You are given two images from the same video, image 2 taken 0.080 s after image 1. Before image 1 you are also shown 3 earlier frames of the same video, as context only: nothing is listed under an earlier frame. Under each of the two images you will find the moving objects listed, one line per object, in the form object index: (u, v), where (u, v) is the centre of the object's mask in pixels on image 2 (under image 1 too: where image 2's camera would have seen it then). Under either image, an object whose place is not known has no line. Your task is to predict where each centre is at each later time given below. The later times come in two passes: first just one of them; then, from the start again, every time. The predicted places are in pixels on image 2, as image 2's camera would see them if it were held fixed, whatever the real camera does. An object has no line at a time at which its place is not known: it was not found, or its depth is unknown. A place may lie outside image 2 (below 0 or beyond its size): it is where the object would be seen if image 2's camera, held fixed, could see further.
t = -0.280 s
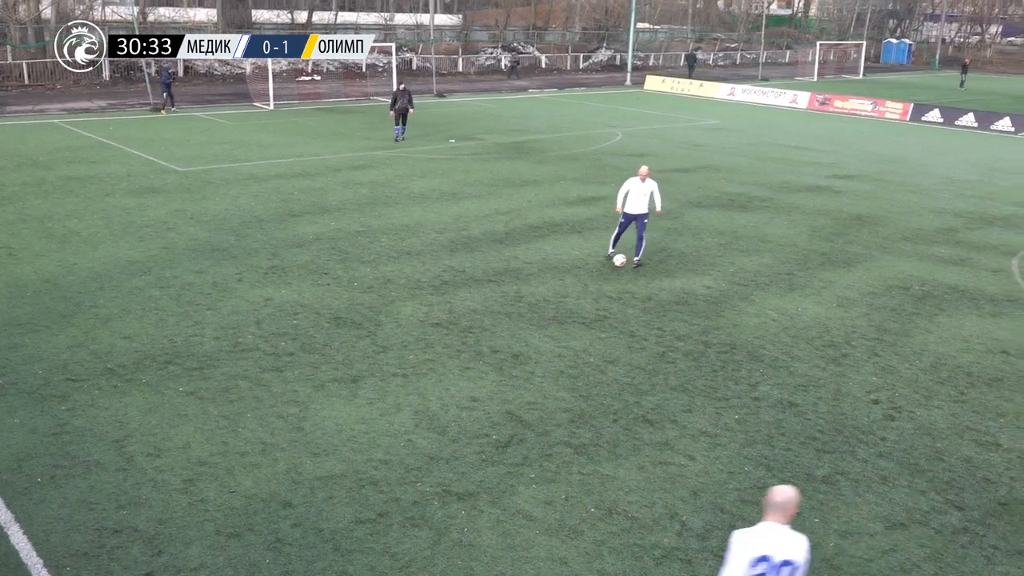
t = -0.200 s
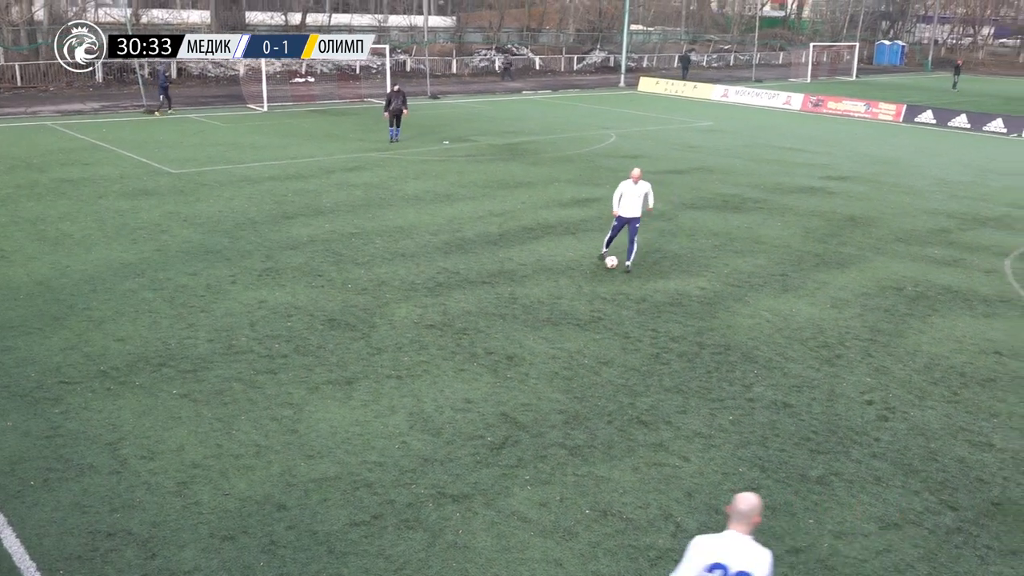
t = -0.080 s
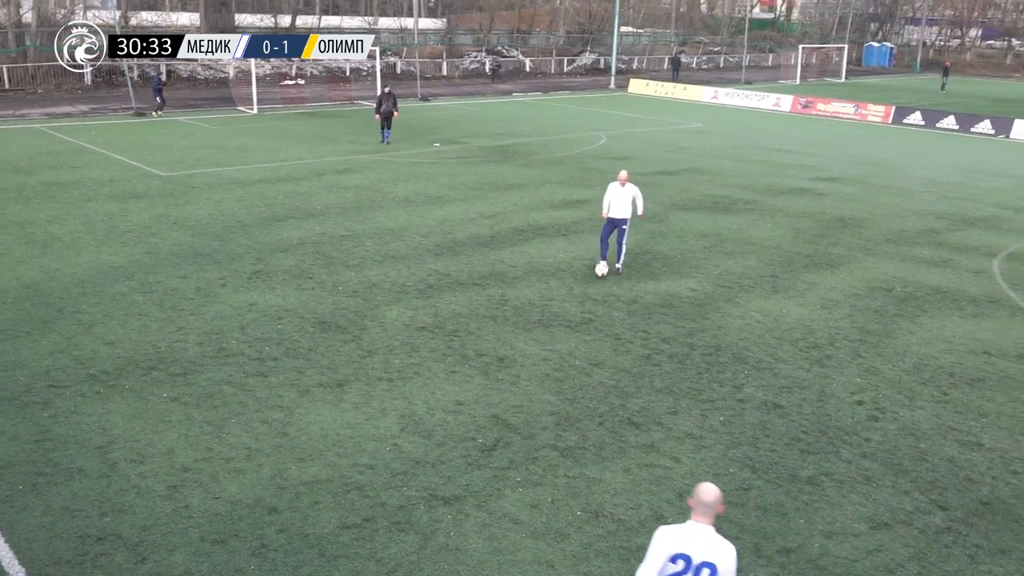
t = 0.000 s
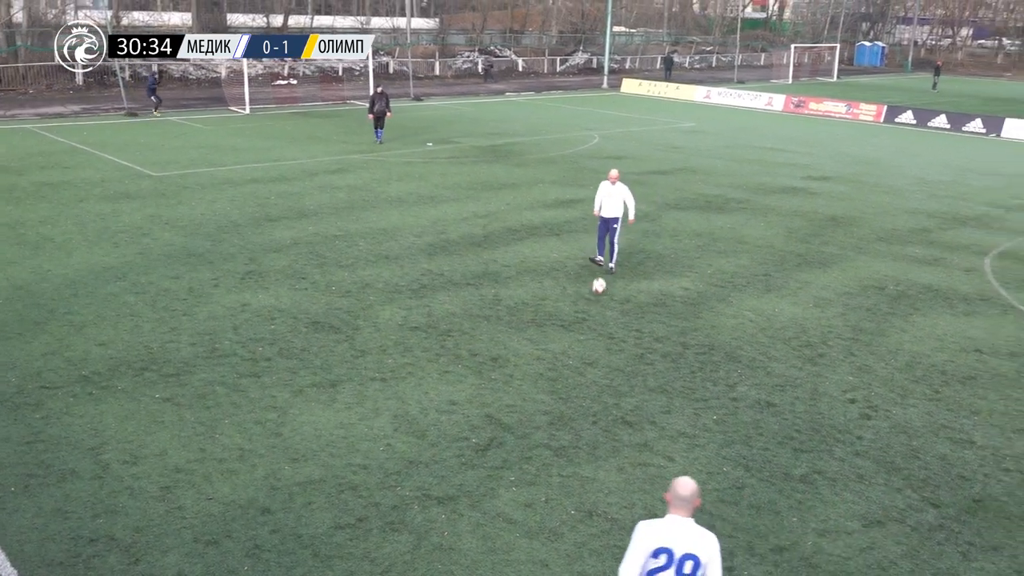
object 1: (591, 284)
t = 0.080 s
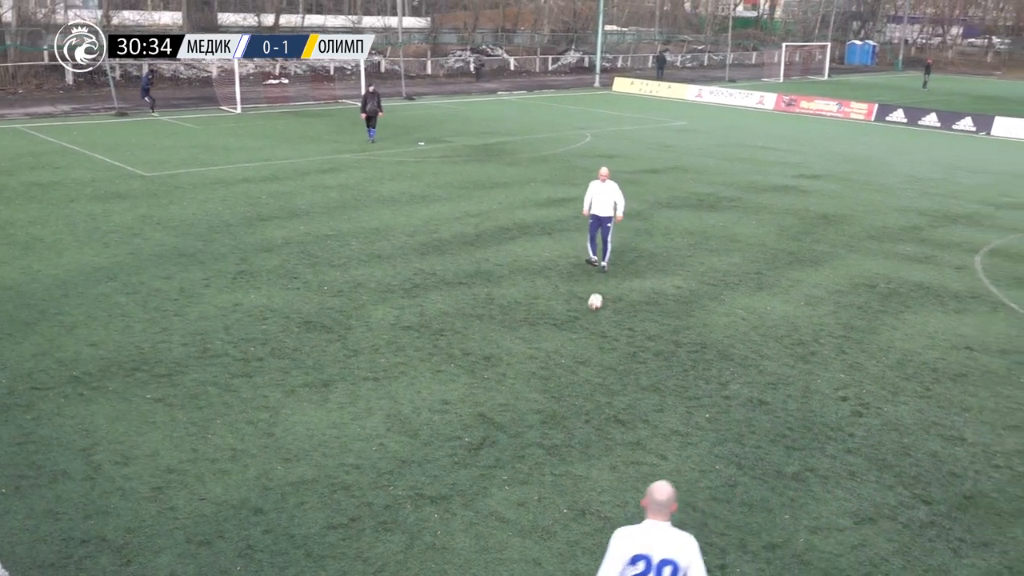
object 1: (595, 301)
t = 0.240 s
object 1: (603, 340)
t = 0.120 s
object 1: (597, 310)
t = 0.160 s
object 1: (599, 320)
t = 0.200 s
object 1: (601, 331)
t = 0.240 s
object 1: (603, 340)
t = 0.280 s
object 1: (605, 351)
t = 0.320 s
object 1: (608, 363)
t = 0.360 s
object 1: (611, 373)
